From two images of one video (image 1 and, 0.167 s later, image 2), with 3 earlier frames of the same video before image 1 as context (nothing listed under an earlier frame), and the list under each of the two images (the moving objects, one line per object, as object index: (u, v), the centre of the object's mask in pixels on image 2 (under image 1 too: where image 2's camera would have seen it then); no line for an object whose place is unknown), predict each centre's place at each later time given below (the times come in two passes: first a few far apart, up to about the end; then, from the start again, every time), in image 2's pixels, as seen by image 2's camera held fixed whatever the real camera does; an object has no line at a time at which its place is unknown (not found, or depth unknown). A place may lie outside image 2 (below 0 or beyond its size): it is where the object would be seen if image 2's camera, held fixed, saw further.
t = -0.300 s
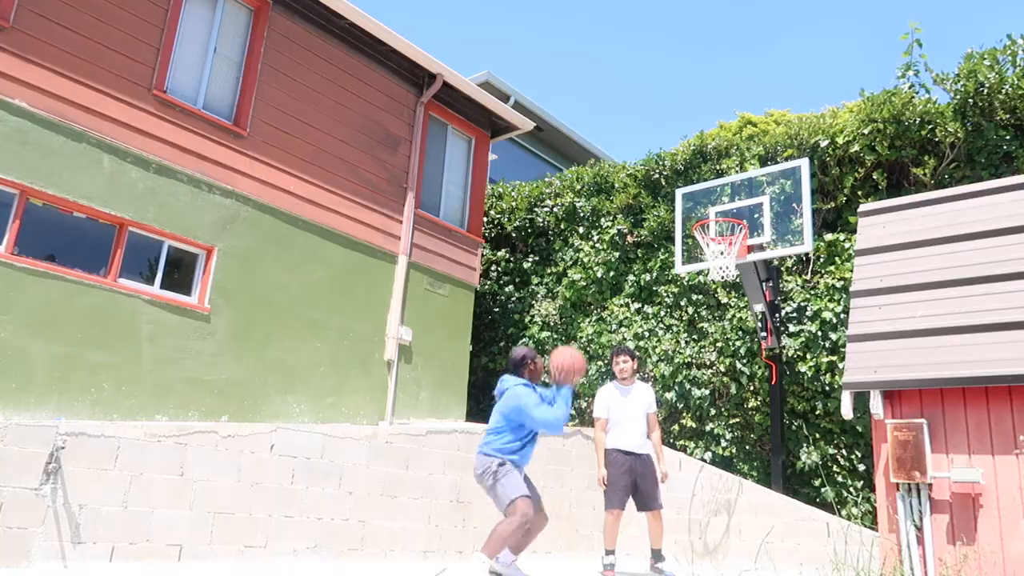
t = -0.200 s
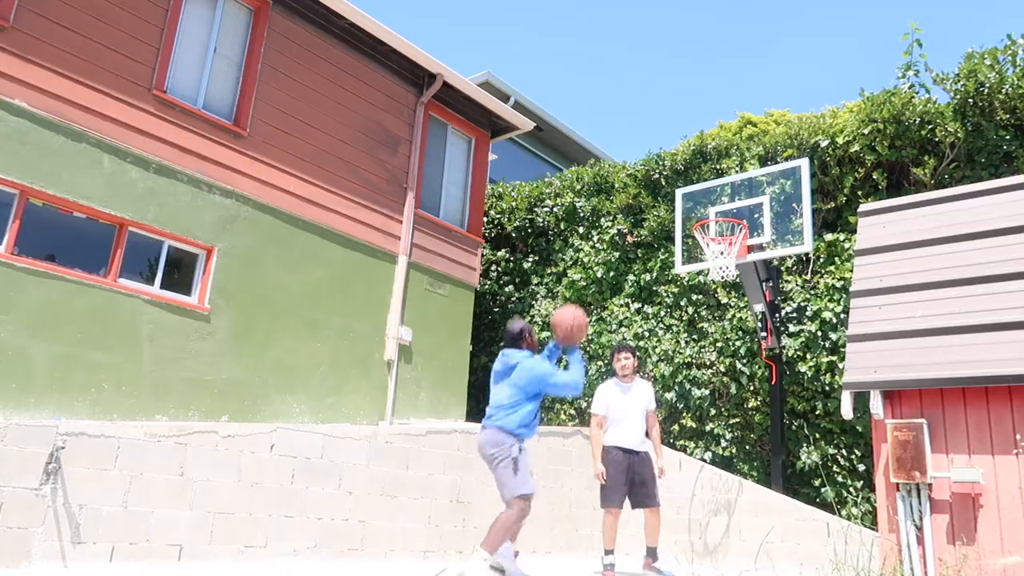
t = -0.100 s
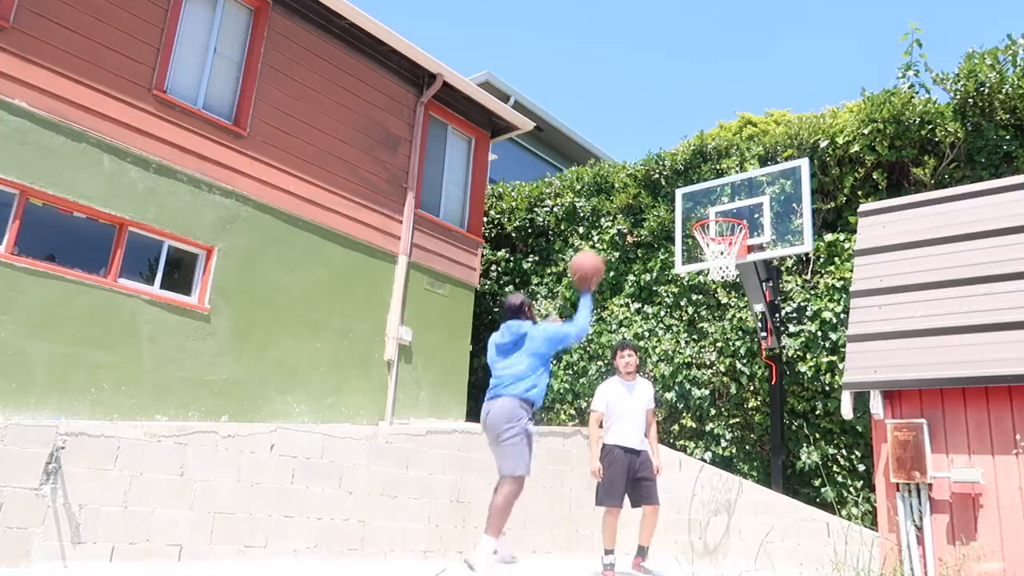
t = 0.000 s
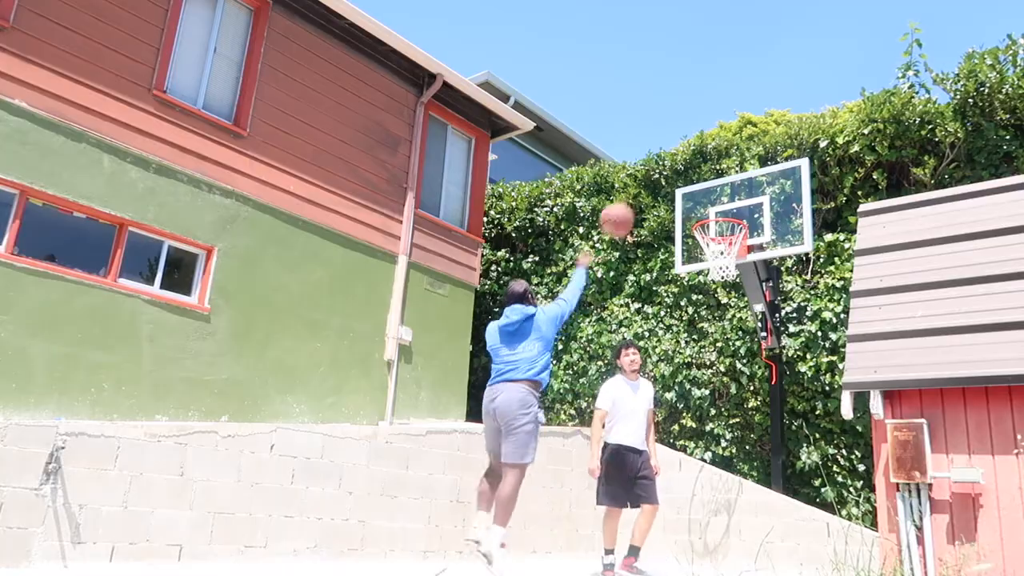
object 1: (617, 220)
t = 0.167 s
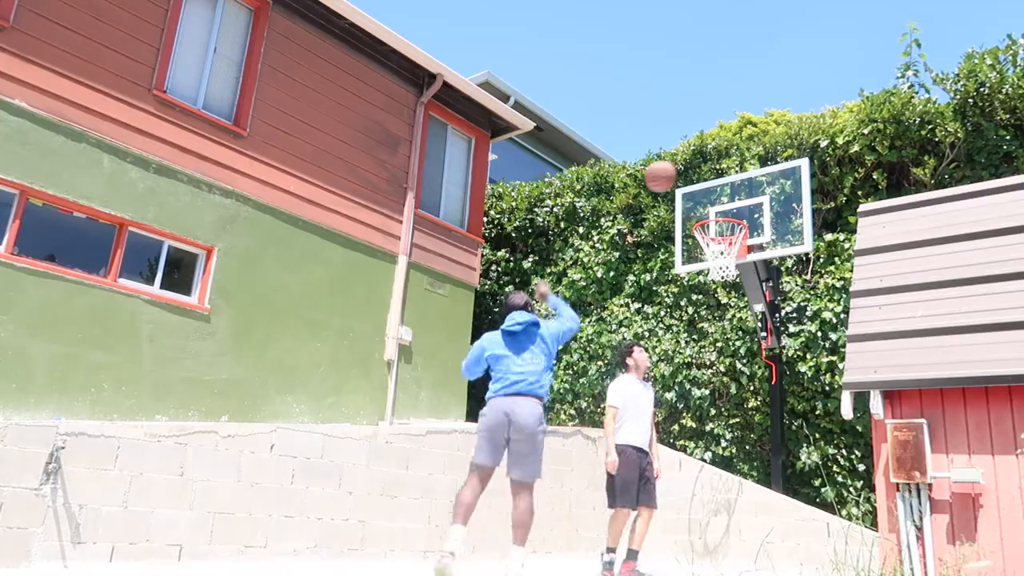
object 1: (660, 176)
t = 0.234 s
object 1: (676, 169)
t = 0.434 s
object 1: (715, 176)
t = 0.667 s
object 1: (755, 222)
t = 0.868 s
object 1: (760, 214)
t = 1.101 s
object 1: (772, 252)
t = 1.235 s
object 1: (780, 302)
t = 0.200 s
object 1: (668, 172)
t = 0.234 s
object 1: (676, 169)
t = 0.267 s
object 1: (683, 168)
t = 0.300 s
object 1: (689, 167)
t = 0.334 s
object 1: (697, 168)
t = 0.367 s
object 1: (703, 169)
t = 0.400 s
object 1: (710, 172)
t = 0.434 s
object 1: (715, 176)
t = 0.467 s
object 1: (722, 181)
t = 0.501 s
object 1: (729, 187)
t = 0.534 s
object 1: (734, 194)
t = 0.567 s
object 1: (740, 203)
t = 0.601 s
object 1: (746, 211)
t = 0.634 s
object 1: (752, 219)
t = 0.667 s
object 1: (755, 222)
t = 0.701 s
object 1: (754, 220)
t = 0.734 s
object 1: (754, 217)
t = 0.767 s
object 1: (756, 214)
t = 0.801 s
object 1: (757, 214)
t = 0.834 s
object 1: (759, 214)
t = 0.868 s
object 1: (760, 214)
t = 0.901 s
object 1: (762, 215)
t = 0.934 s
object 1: (763, 217)
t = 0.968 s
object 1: (765, 221)
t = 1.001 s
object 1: (766, 227)
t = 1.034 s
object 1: (768, 234)
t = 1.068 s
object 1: (769, 242)
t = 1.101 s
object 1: (772, 252)
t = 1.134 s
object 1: (773, 263)
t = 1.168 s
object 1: (775, 273)
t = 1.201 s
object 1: (778, 287)
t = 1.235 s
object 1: (780, 302)
